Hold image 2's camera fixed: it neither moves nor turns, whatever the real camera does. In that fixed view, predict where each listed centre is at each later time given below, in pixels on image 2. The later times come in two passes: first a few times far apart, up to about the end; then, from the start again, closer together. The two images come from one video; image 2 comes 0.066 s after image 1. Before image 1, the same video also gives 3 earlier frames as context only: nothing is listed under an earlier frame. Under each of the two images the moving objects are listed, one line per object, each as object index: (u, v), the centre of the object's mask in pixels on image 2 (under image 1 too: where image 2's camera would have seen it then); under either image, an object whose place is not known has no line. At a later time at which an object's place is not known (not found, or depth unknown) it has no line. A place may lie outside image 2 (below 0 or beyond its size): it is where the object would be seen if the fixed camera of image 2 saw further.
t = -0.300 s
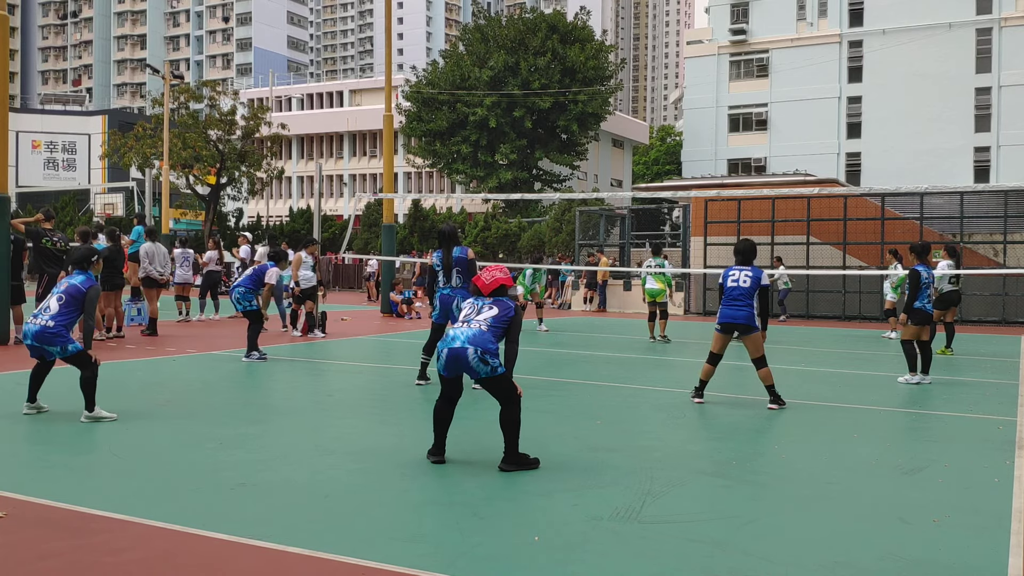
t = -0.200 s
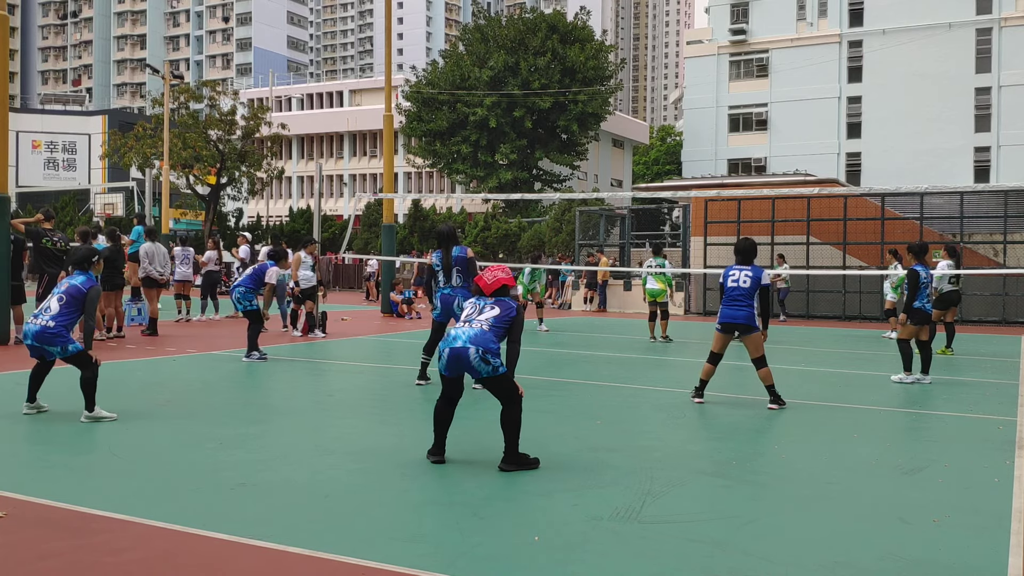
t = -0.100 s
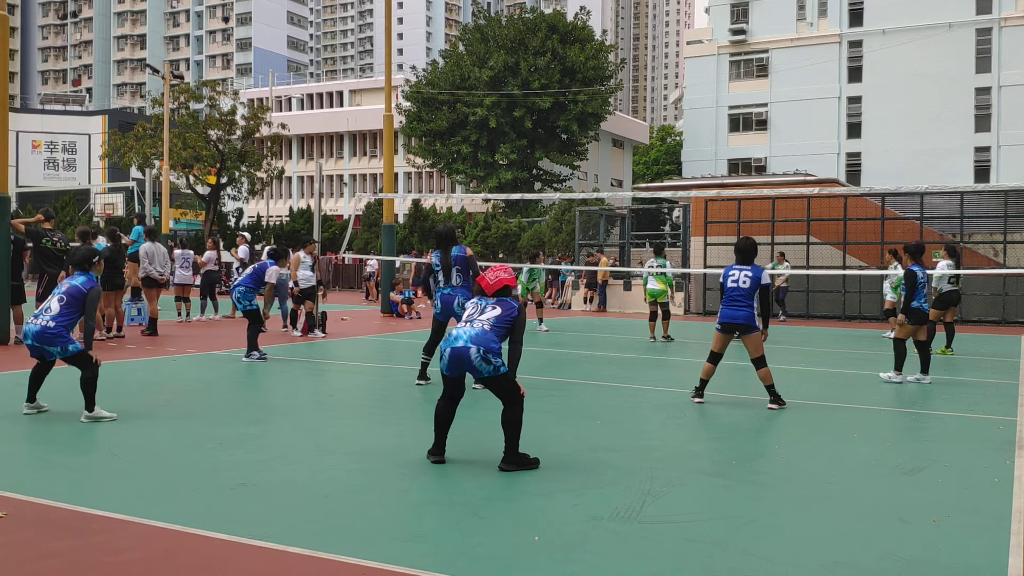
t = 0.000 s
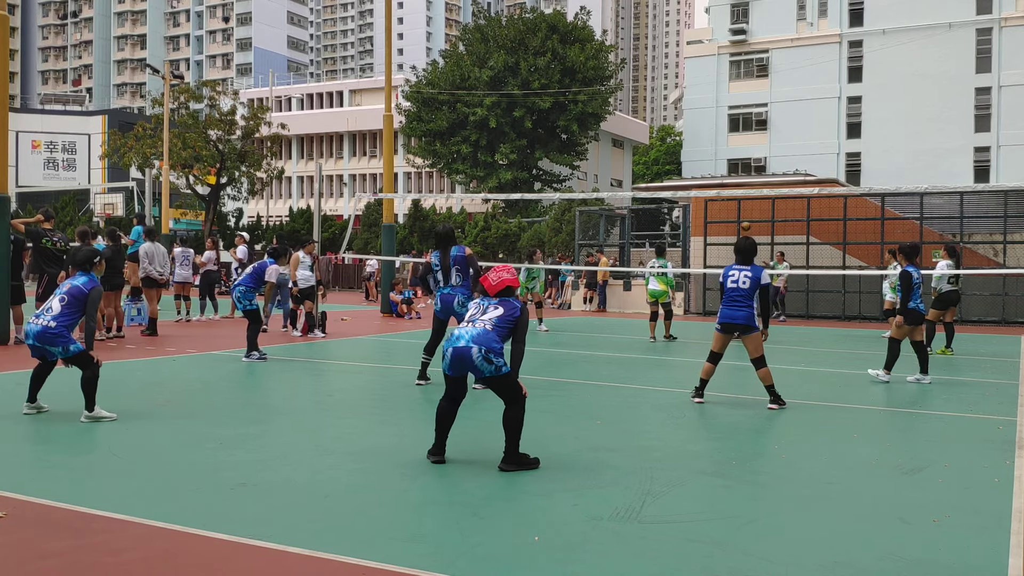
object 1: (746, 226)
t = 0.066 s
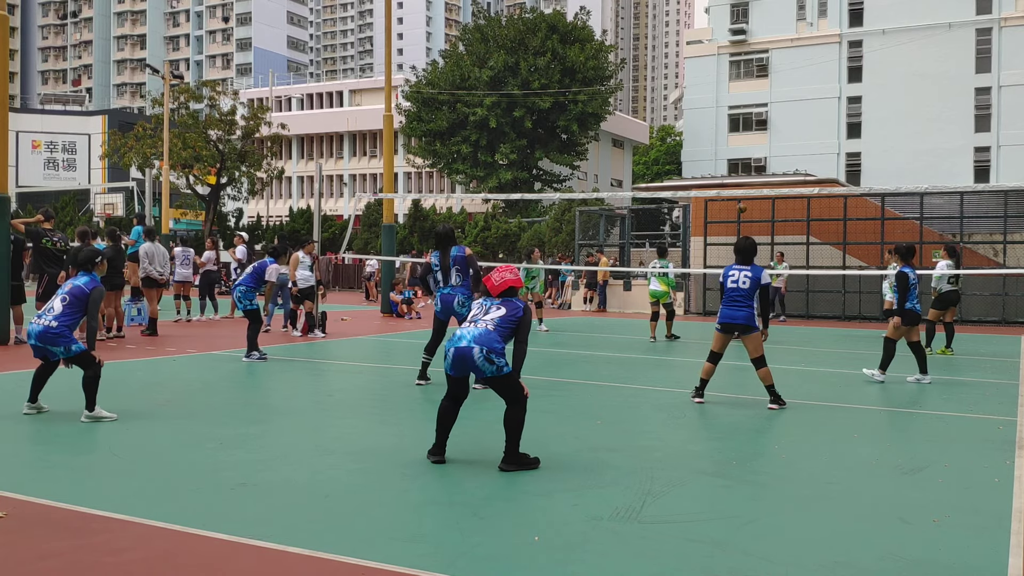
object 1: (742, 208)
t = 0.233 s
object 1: (732, 165)
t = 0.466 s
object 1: (713, 118)
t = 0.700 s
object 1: (697, 95)
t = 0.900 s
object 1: (686, 104)
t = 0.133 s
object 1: (738, 187)
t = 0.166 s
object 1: (735, 181)
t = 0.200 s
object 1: (733, 173)
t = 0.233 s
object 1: (732, 165)
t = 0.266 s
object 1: (728, 157)
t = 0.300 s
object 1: (726, 150)
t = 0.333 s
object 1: (723, 142)
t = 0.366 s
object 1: (719, 134)
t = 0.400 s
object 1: (718, 129)
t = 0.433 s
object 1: (716, 124)
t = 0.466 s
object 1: (713, 118)
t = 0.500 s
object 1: (711, 113)
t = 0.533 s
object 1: (708, 109)
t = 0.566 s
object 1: (706, 105)
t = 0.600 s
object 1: (704, 102)
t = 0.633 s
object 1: (701, 99)
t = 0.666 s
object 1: (699, 97)
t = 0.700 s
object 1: (697, 95)
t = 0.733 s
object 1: (695, 94)
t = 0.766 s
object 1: (693, 94)
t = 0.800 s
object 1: (692, 95)
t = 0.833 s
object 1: (690, 97)
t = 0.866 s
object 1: (688, 100)
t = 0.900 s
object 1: (686, 104)
